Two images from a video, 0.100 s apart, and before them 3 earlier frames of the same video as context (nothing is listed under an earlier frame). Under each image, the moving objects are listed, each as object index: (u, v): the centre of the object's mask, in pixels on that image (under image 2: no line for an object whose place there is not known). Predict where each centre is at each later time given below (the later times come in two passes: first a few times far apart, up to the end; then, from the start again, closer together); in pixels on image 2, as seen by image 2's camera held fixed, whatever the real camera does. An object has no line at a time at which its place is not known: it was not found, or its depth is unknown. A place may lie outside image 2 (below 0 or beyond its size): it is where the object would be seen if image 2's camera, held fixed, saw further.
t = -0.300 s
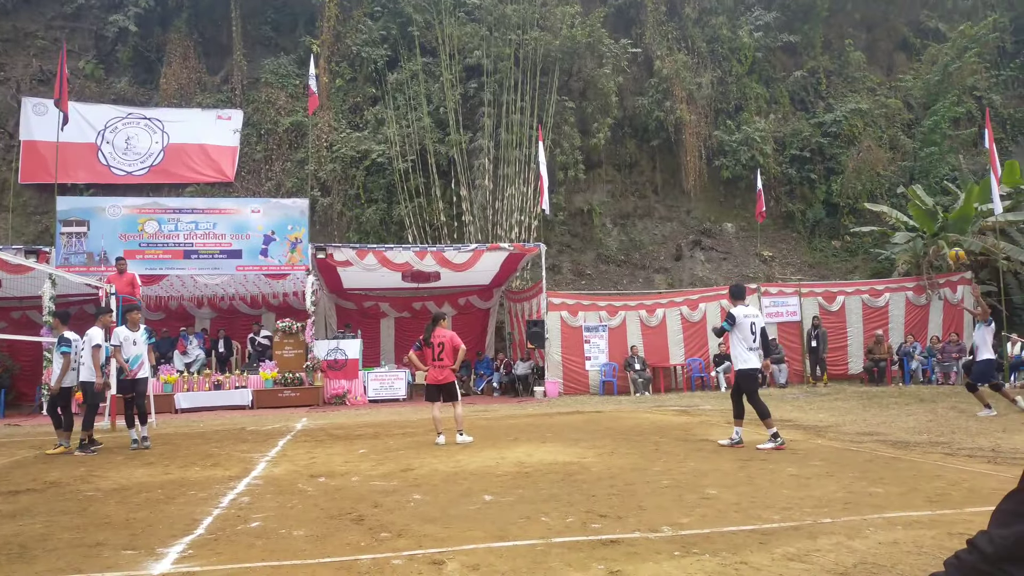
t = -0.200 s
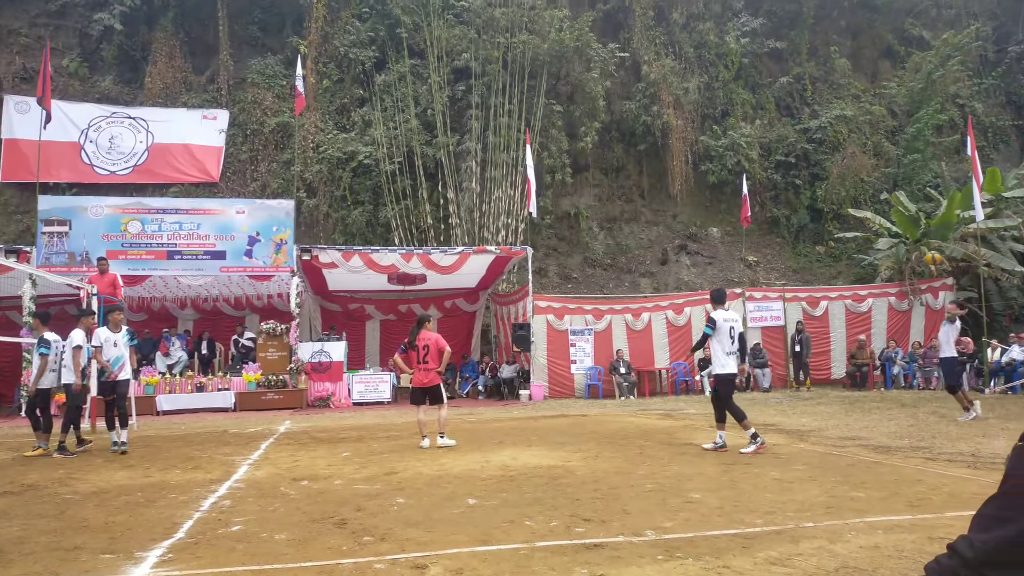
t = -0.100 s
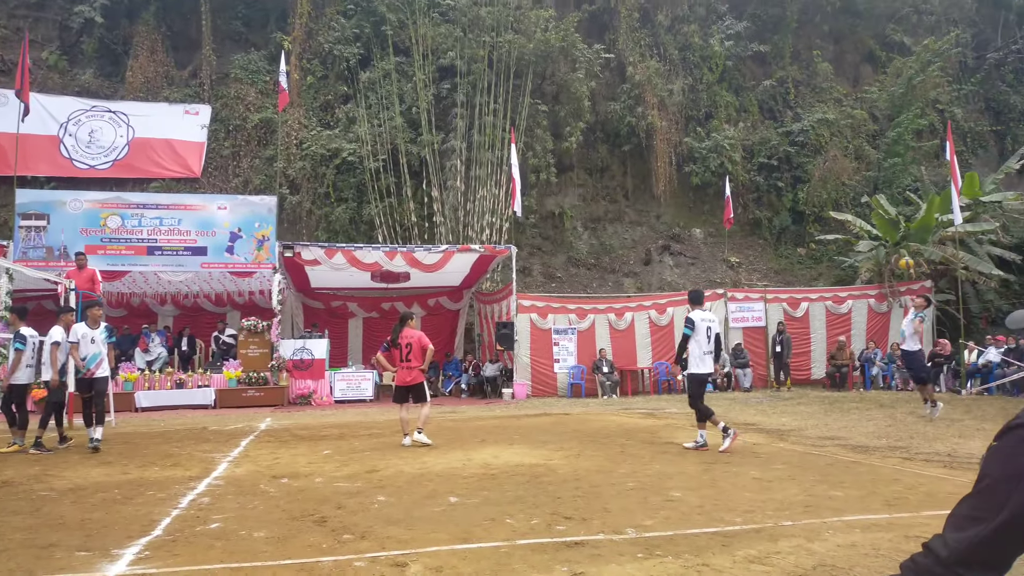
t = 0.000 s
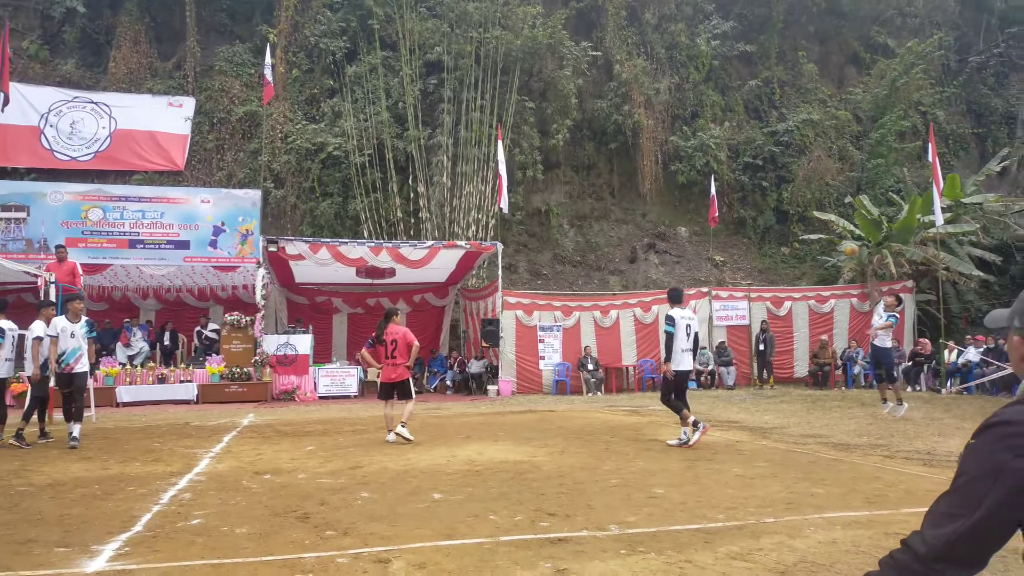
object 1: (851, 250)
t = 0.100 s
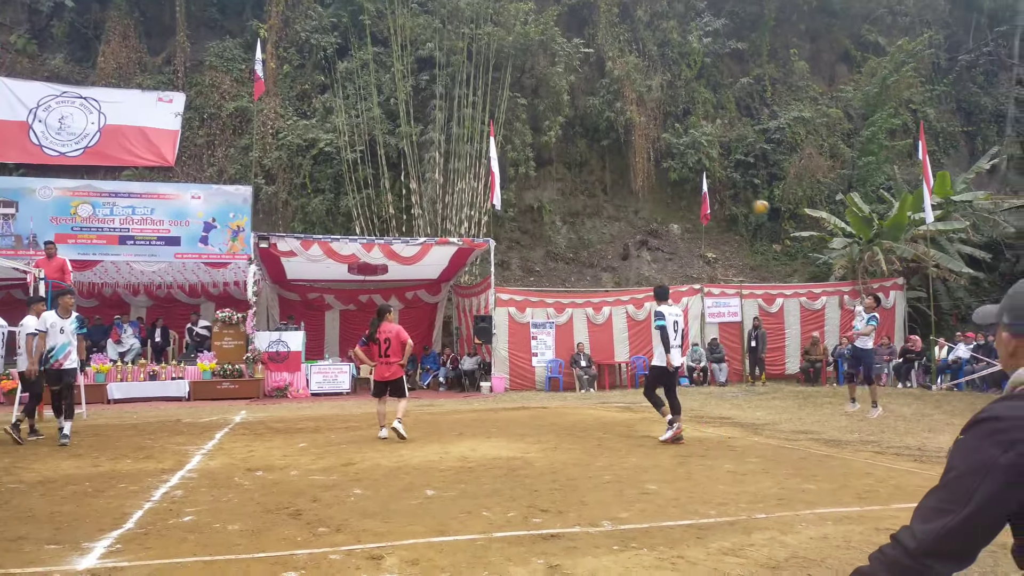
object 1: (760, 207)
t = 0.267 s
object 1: (620, 150)
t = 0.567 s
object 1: (347, 99)
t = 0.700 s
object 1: (214, 100)
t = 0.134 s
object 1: (732, 195)
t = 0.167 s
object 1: (705, 182)
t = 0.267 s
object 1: (620, 150)
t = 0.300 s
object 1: (591, 141)
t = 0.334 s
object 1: (562, 133)
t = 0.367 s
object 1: (533, 125)
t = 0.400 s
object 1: (503, 119)
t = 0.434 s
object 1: (472, 114)
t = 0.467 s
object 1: (442, 109)
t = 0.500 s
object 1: (410, 105)
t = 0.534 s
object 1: (379, 101)
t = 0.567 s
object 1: (347, 99)
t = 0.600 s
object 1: (314, 99)
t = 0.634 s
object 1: (279, 97)
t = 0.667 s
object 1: (247, 98)
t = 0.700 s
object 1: (214, 100)
